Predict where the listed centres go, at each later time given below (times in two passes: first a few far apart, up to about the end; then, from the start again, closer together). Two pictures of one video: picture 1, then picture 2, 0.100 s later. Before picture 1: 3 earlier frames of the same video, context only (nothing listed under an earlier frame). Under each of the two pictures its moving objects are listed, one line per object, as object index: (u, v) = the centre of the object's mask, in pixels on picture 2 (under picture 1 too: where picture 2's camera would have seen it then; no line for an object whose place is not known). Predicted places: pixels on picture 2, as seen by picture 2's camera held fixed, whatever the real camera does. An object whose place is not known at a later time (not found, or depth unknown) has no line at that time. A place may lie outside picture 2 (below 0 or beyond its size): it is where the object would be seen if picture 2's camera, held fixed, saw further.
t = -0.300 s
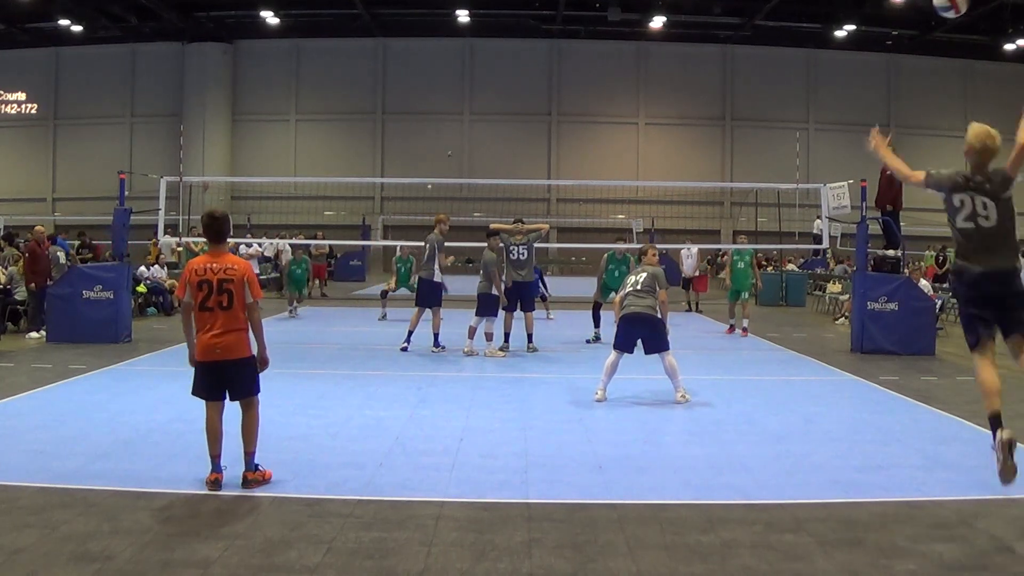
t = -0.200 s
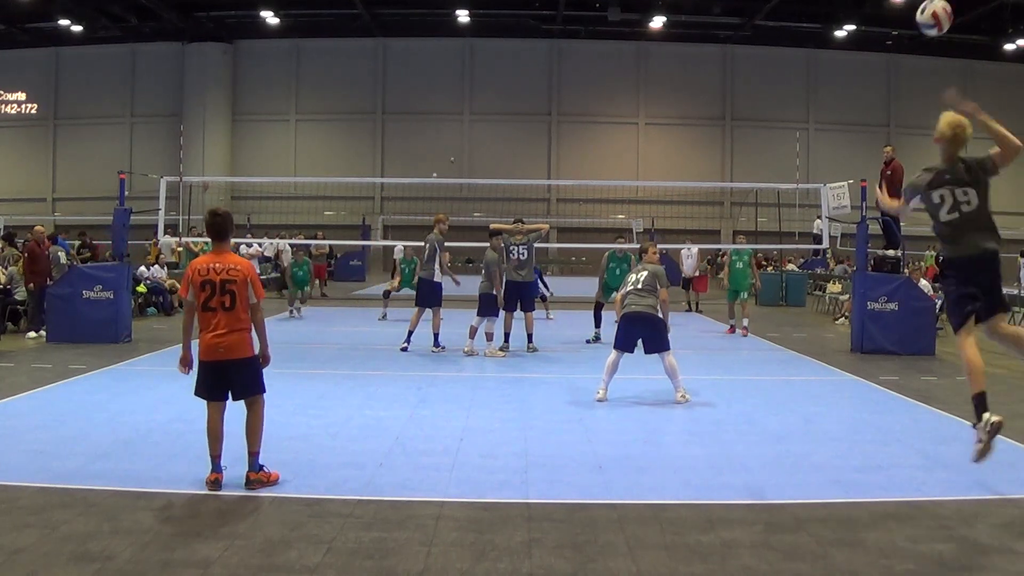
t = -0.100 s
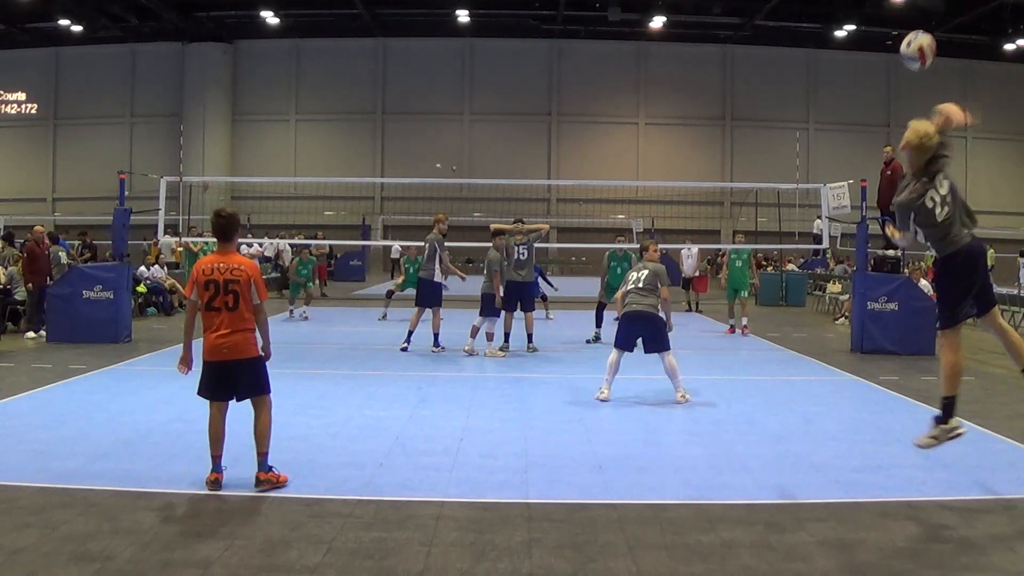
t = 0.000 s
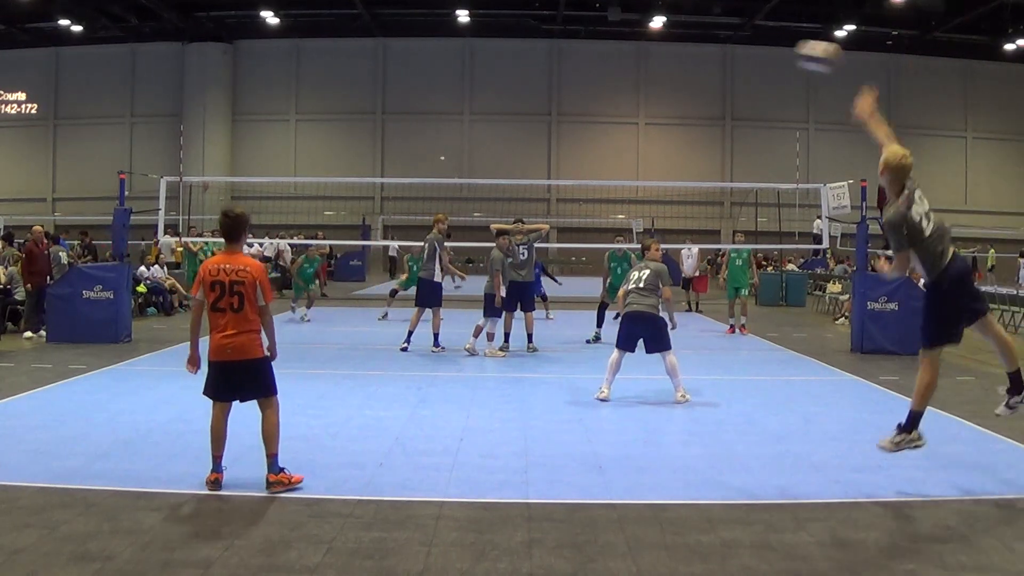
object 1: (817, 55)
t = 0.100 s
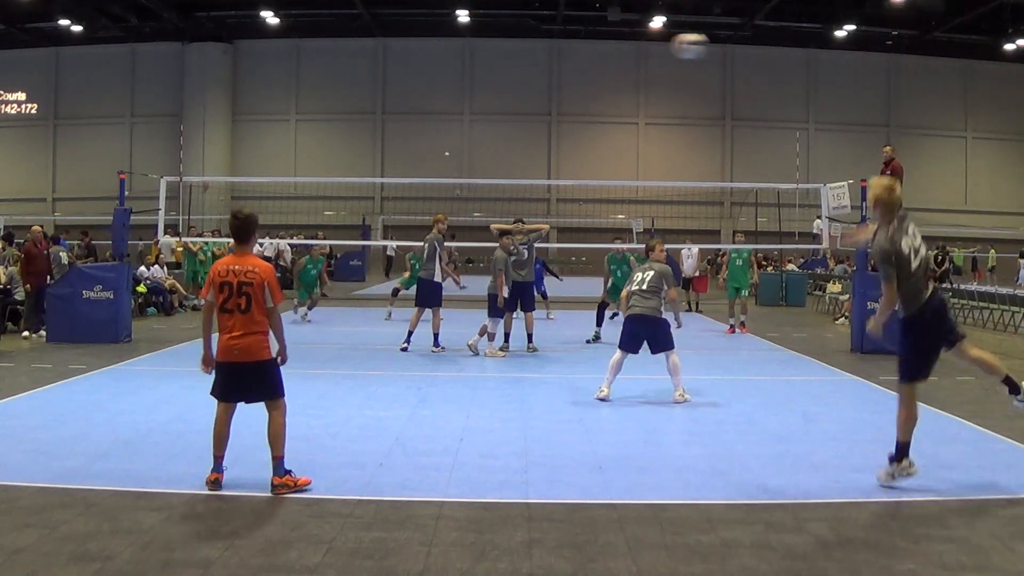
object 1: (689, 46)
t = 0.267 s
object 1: (555, 63)
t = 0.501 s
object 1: (442, 120)
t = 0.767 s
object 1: (365, 204)
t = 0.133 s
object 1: (657, 46)
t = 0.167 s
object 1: (627, 49)
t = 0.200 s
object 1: (600, 52)
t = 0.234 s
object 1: (576, 57)
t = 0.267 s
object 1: (555, 63)
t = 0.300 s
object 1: (534, 70)
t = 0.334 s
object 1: (516, 77)
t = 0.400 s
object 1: (483, 93)
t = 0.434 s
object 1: (468, 102)
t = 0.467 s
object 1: (454, 112)
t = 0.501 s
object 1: (442, 120)
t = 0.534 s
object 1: (430, 130)
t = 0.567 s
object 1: (419, 140)
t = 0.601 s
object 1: (408, 151)
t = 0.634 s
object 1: (399, 161)
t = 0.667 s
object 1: (388, 170)
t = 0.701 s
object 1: (381, 180)
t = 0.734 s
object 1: (371, 191)
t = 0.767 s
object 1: (365, 204)
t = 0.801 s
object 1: (358, 213)
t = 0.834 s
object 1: (352, 222)
